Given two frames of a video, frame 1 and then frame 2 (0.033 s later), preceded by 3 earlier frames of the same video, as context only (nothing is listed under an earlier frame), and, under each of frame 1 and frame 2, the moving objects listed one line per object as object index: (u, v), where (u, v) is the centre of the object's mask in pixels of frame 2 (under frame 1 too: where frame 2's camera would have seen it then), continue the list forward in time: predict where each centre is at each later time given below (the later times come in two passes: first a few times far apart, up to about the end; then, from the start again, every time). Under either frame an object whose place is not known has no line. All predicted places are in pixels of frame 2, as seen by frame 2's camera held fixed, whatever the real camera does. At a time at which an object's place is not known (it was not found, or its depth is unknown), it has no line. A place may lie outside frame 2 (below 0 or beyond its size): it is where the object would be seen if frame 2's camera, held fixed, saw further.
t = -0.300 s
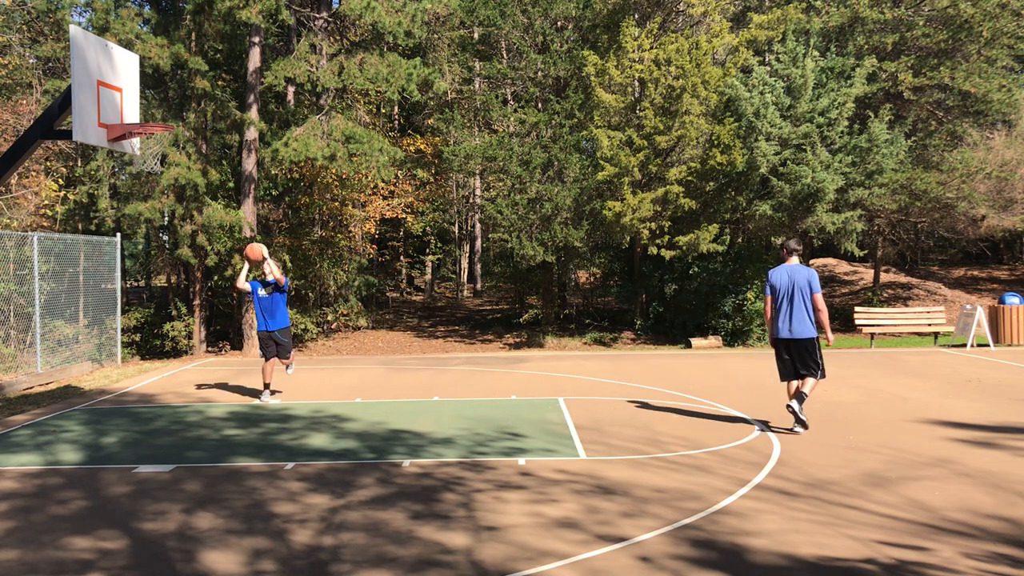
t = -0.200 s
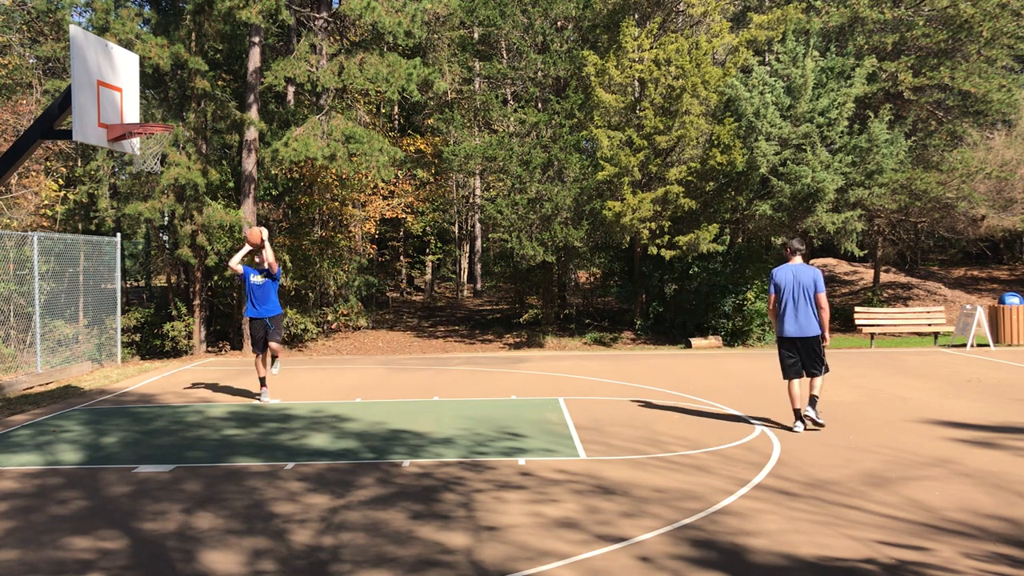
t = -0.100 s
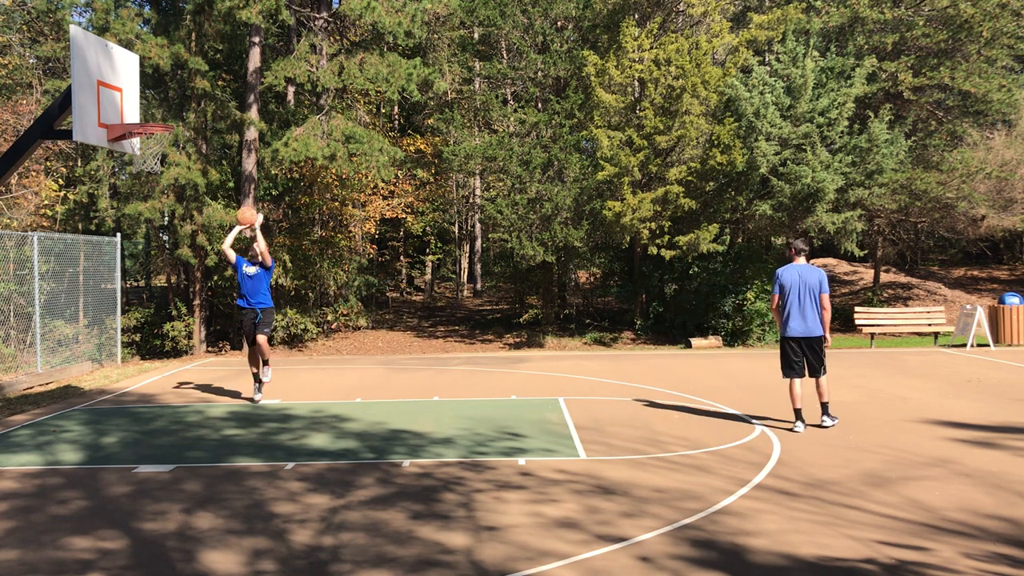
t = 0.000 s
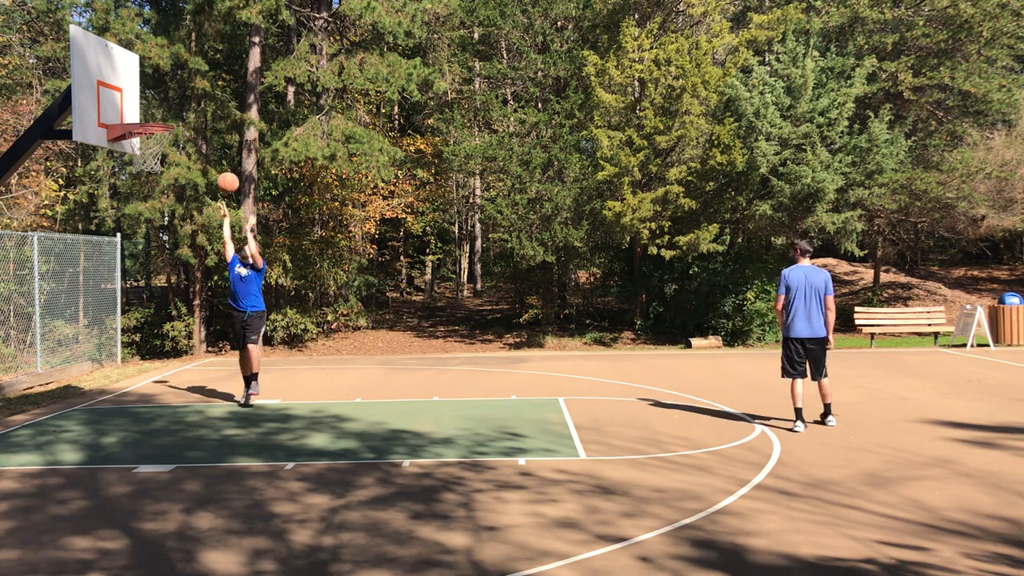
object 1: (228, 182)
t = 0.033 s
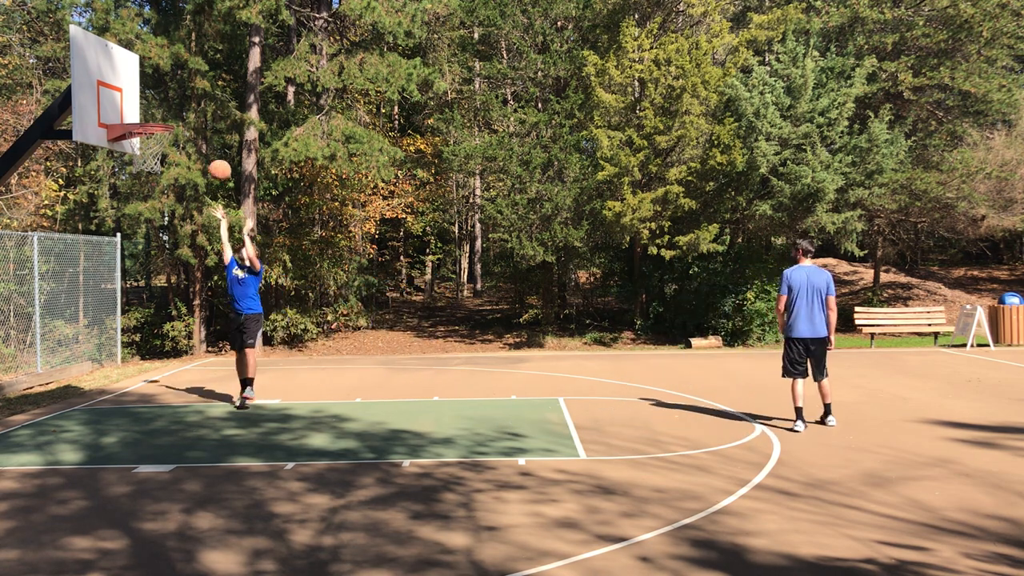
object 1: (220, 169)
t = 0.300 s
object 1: (151, 100)
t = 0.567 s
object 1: (151, 104)
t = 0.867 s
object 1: (144, 95)
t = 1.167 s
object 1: (158, 137)
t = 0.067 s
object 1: (212, 157)
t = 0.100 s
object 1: (203, 147)
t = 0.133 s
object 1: (195, 137)
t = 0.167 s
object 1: (186, 128)
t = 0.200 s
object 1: (178, 119)
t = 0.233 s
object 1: (169, 112)
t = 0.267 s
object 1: (160, 105)
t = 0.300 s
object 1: (151, 100)
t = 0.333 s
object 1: (142, 96)
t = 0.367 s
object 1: (134, 92)
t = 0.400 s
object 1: (137, 92)
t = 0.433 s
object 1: (140, 92)
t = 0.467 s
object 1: (142, 93)
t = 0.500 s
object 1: (145, 96)
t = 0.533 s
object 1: (148, 99)
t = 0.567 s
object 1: (151, 104)
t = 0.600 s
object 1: (154, 109)
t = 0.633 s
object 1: (156, 114)
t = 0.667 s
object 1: (155, 109)
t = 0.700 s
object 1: (153, 104)
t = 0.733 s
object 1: (151, 100)
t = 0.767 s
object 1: (150, 97)
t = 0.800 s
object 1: (148, 95)
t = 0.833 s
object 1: (146, 94)
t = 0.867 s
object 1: (144, 95)
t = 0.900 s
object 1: (143, 96)
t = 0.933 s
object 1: (141, 99)
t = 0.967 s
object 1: (140, 102)
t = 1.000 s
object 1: (138, 106)
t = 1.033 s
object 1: (139, 110)
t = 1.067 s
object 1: (142, 114)
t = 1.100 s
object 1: (146, 116)
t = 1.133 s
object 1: (150, 119)
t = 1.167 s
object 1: (158, 137)
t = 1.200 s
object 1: (159, 139)
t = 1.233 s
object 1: (165, 149)
